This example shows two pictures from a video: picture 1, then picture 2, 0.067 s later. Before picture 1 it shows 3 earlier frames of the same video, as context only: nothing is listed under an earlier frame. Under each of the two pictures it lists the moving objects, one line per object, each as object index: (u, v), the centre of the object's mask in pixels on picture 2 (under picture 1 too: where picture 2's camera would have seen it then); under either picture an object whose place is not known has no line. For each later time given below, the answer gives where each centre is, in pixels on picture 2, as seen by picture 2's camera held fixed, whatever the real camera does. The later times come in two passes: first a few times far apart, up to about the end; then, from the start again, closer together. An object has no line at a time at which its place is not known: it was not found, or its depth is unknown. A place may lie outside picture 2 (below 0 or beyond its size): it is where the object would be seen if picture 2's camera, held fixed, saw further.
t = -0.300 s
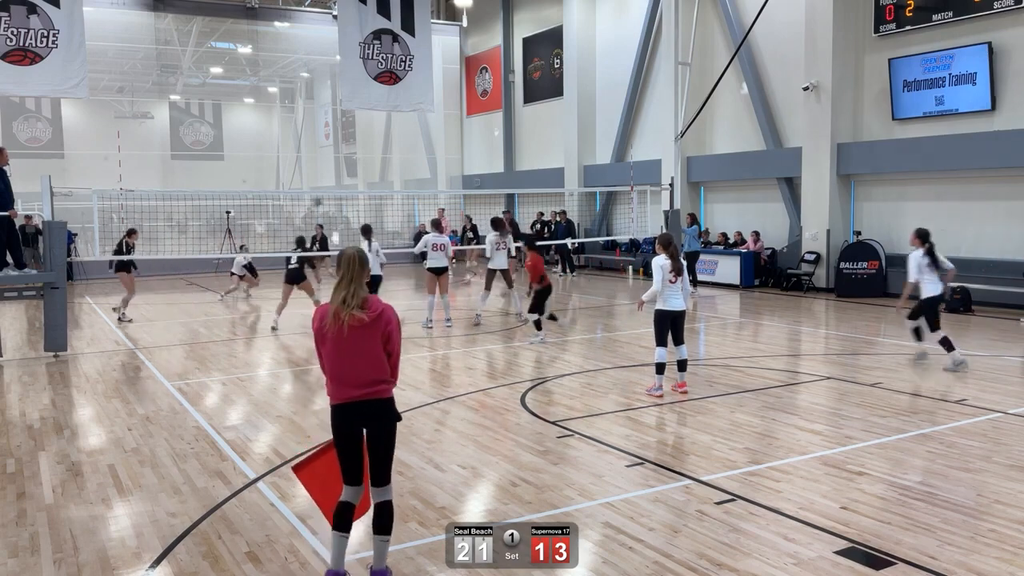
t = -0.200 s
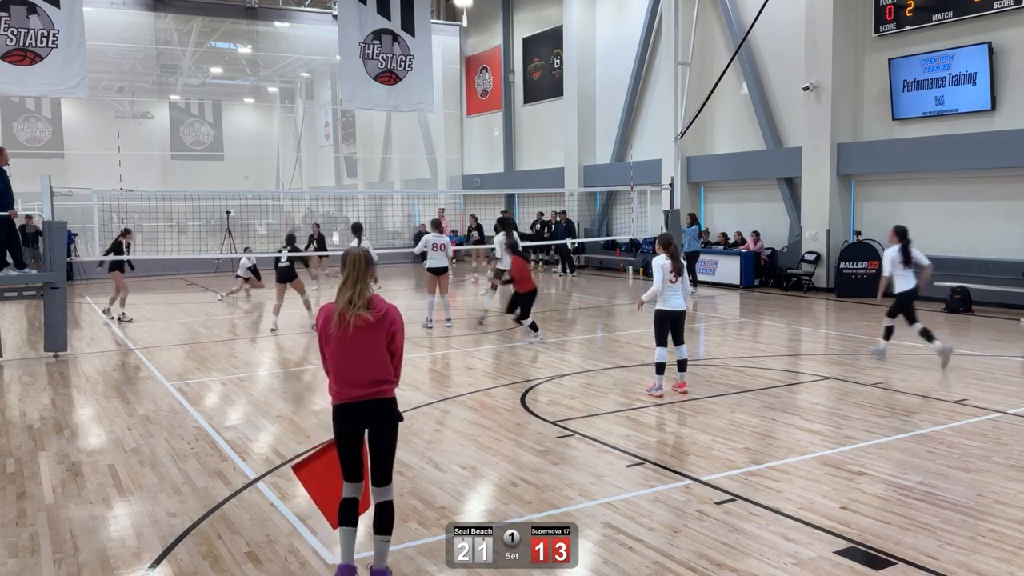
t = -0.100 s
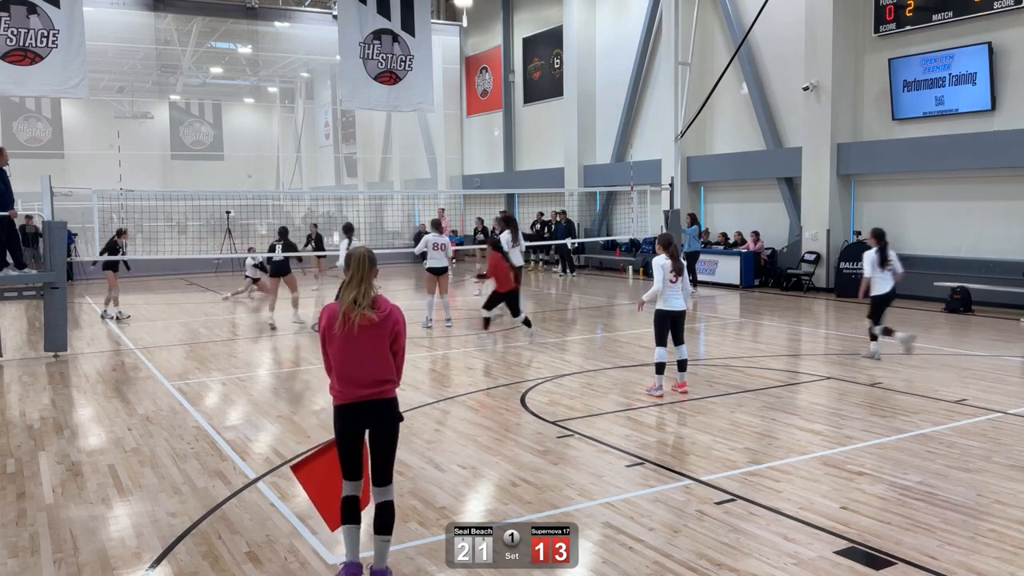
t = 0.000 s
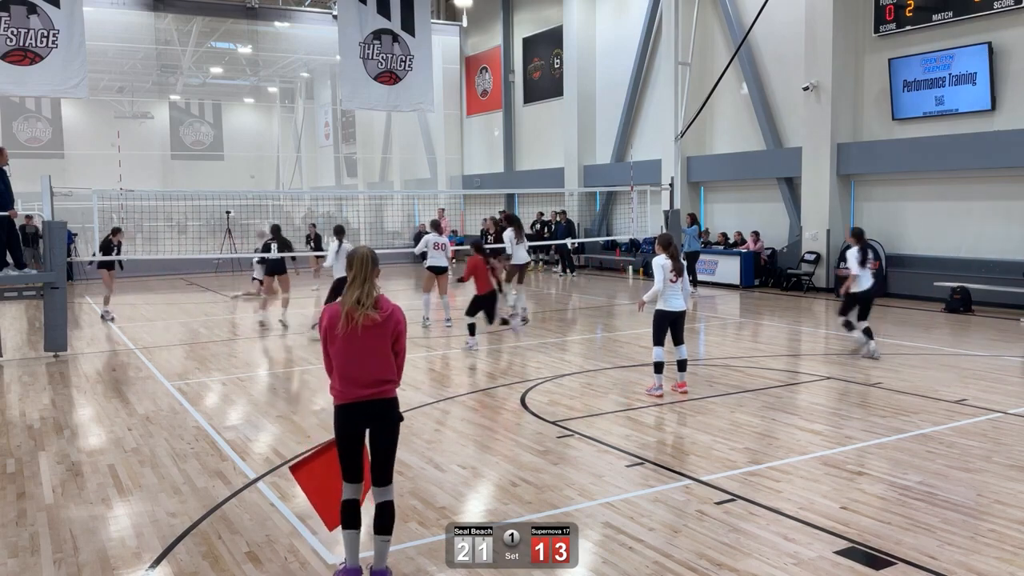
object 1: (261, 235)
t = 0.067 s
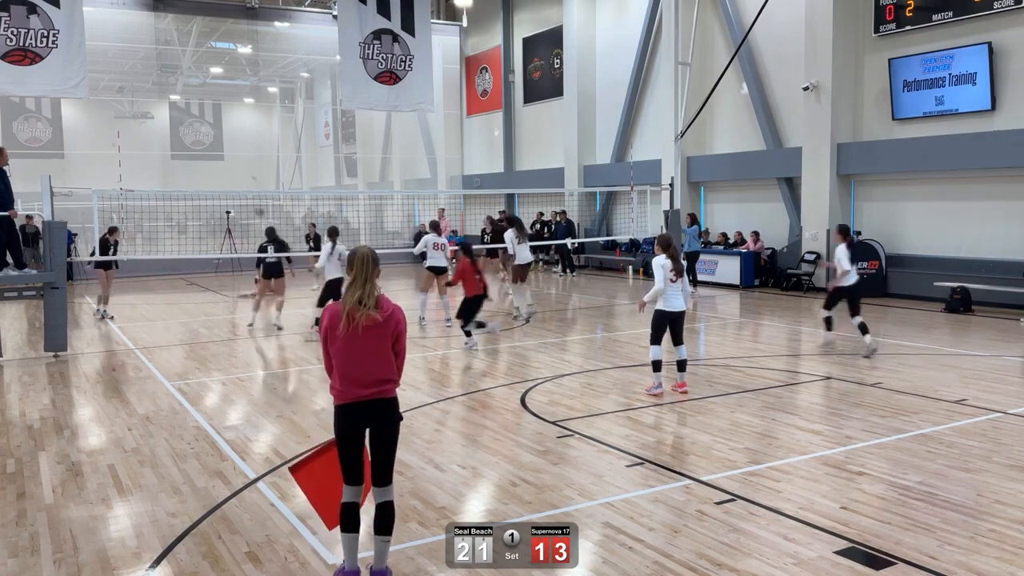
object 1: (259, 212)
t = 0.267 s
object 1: (253, 152)
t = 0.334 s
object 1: (251, 137)
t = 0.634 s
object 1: (244, 91)
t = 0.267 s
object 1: (253, 152)
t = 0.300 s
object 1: (252, 145)
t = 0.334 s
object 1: (251, 137)
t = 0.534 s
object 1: (246, 102)
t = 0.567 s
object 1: (245, 97)
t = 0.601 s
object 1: (245, 94)
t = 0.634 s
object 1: (244, 91)
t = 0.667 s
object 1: (243, 88)
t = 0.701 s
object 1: (243, 86)
